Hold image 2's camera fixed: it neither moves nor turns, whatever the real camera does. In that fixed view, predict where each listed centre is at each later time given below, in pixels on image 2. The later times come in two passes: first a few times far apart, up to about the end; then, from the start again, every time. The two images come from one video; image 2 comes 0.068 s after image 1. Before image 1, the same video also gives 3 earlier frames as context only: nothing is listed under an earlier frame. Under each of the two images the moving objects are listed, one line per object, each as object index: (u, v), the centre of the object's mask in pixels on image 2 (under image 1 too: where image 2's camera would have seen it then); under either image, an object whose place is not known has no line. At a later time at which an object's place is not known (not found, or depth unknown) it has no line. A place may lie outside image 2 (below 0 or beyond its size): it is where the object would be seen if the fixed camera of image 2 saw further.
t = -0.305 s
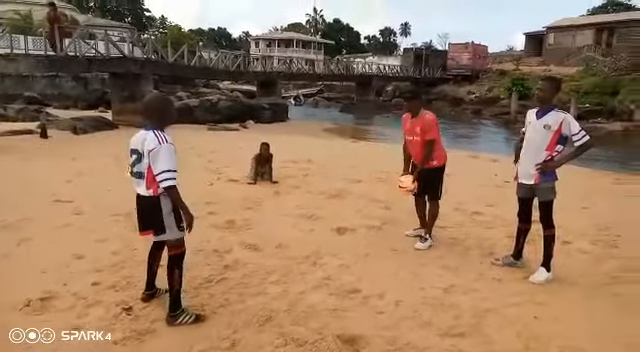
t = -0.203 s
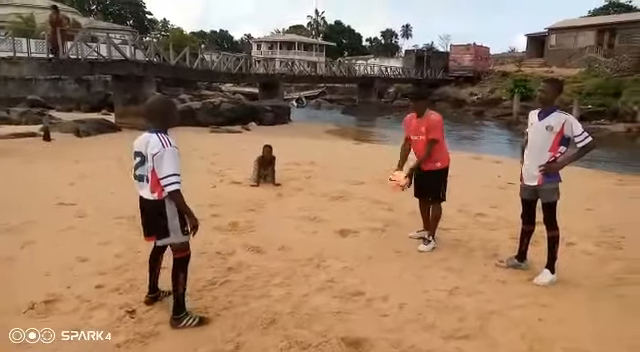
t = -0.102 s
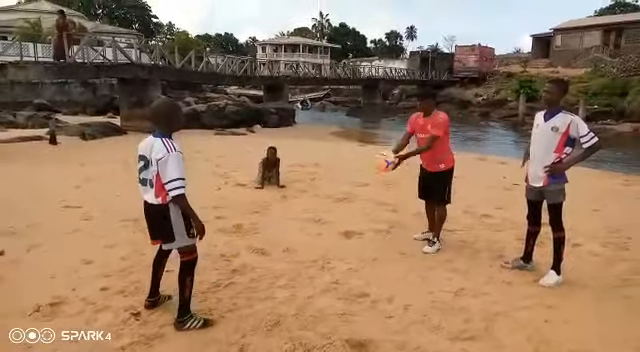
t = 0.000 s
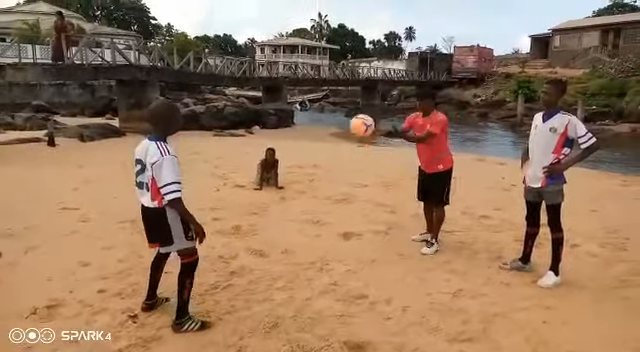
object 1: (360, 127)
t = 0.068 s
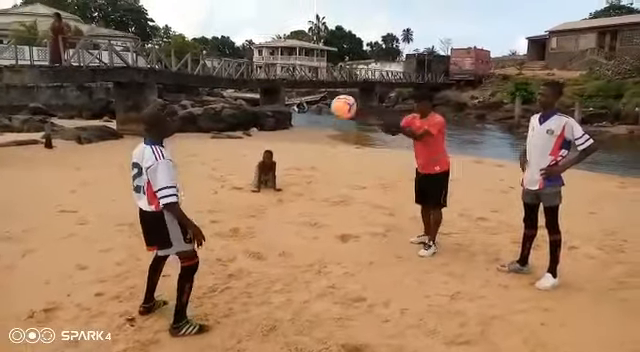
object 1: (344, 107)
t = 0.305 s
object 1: (278, 65)
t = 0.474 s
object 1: (221, 73)
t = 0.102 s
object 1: (335, 98)
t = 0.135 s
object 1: (327, 89)
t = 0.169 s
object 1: (317, 82)
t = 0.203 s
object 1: (308, 76)
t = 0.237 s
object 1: (298, 70)
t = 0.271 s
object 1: (288, 67)
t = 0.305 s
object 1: (278, 65)
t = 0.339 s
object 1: (268, 64)
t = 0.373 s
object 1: (256, 63)
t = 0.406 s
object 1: (244, 65)
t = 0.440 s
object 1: (233, 68)
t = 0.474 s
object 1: (221, 73)
